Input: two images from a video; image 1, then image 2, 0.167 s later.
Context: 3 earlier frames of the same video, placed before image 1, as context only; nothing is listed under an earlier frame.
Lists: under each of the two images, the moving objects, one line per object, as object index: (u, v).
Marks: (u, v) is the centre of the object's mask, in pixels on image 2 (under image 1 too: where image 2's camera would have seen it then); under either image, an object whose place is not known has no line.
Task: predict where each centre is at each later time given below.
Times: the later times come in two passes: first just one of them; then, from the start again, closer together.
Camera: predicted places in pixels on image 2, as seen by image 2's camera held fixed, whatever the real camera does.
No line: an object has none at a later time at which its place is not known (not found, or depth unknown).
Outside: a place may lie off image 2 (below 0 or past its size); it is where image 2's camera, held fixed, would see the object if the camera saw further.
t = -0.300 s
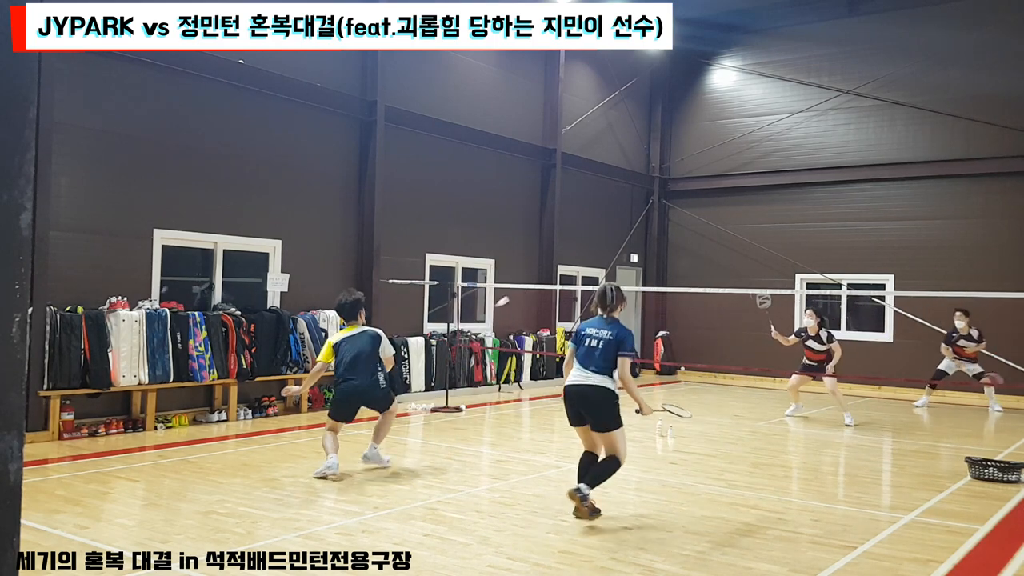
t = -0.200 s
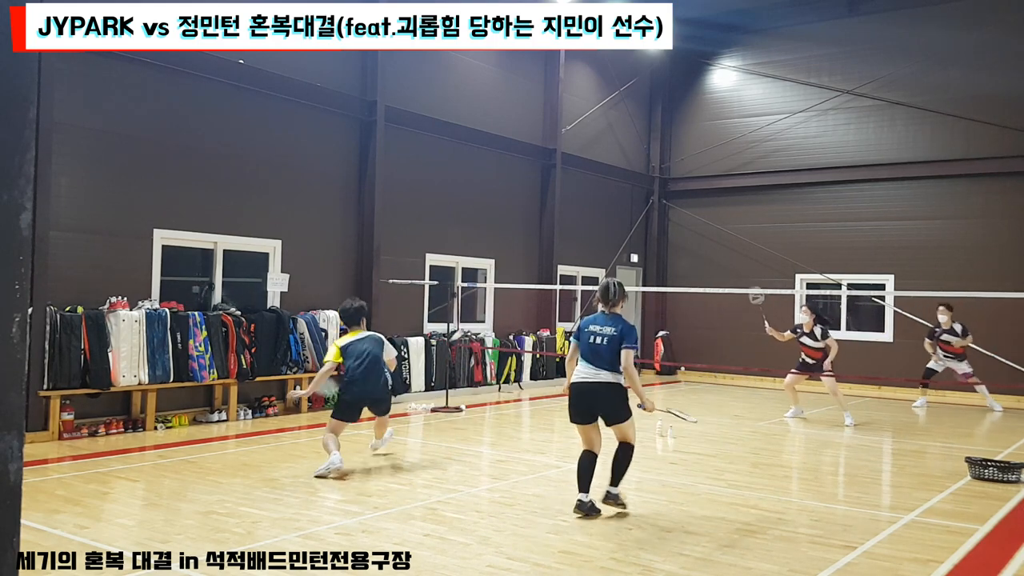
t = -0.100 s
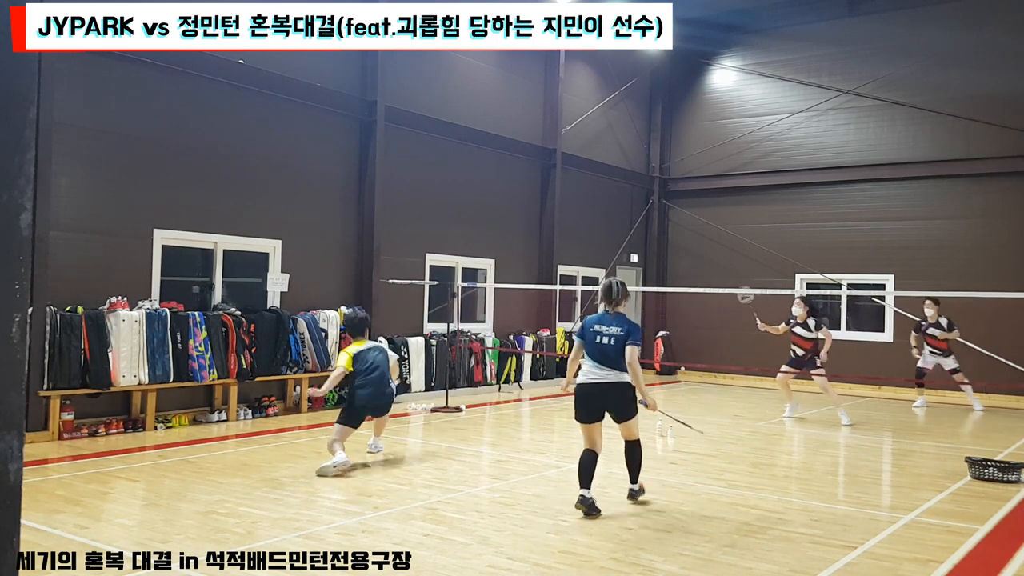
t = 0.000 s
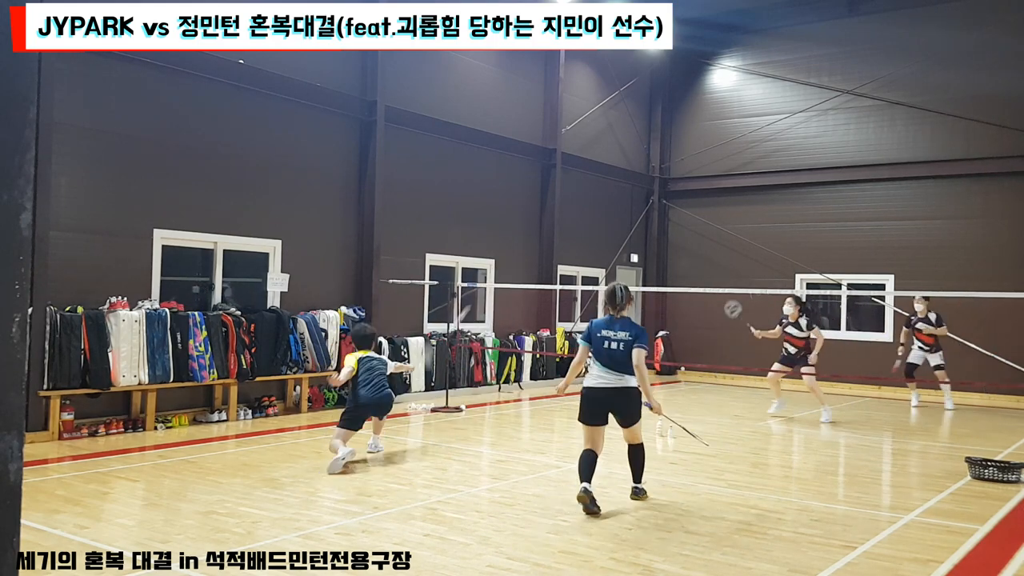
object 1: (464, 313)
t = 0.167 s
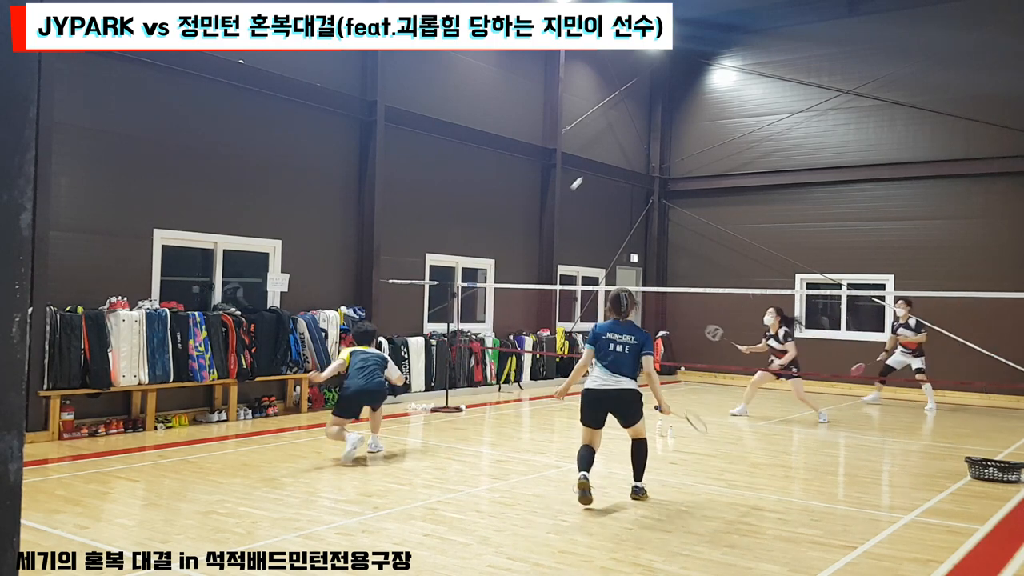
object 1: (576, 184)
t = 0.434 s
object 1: (662, 116)
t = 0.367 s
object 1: (646, 124)
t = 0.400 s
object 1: (655, 119)
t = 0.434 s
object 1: (662, 116)
